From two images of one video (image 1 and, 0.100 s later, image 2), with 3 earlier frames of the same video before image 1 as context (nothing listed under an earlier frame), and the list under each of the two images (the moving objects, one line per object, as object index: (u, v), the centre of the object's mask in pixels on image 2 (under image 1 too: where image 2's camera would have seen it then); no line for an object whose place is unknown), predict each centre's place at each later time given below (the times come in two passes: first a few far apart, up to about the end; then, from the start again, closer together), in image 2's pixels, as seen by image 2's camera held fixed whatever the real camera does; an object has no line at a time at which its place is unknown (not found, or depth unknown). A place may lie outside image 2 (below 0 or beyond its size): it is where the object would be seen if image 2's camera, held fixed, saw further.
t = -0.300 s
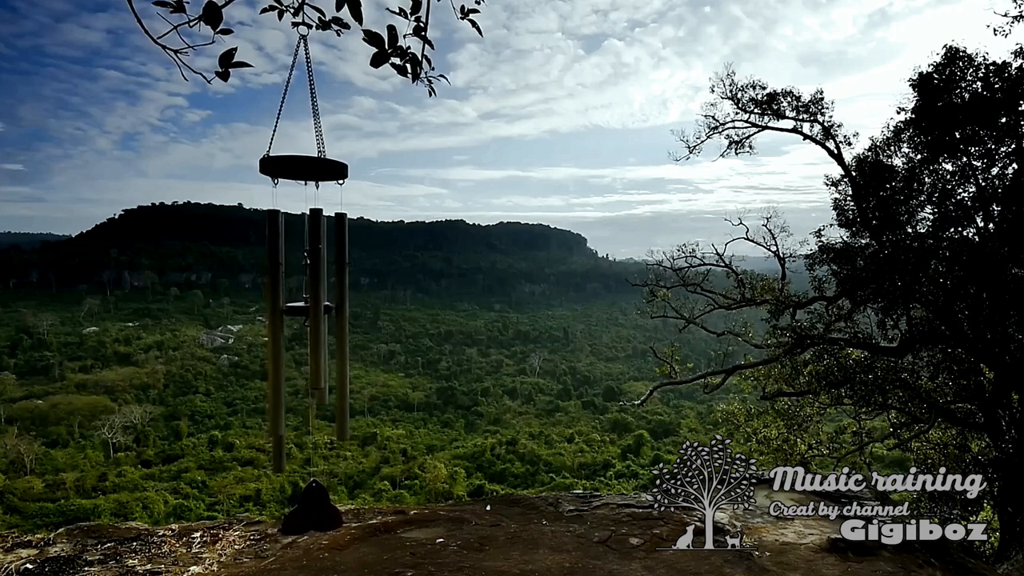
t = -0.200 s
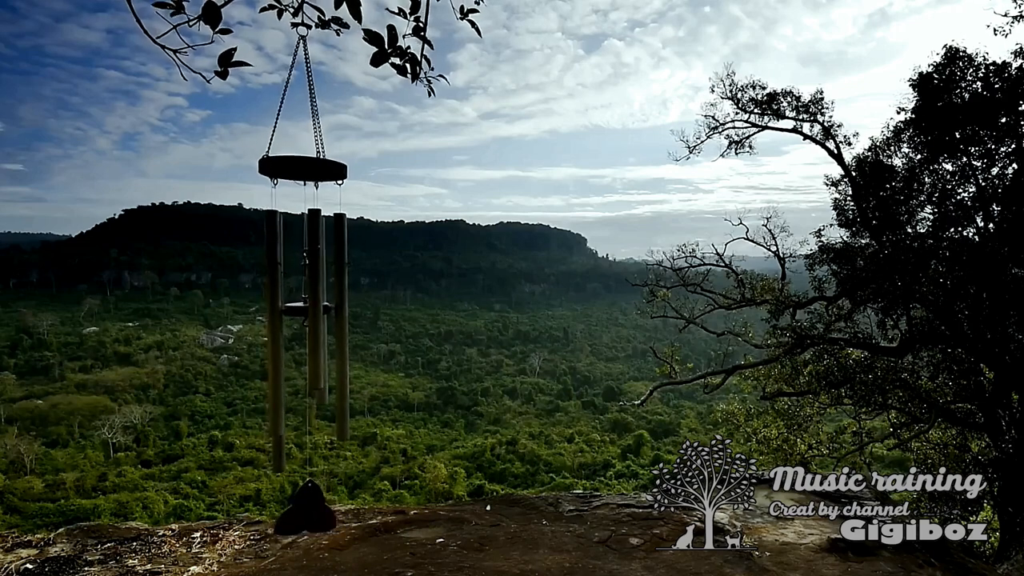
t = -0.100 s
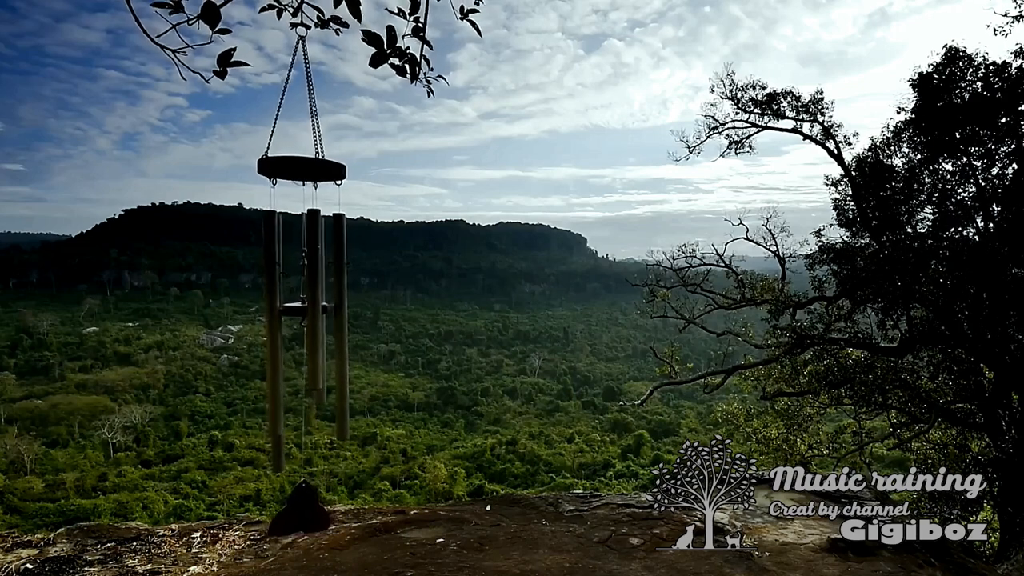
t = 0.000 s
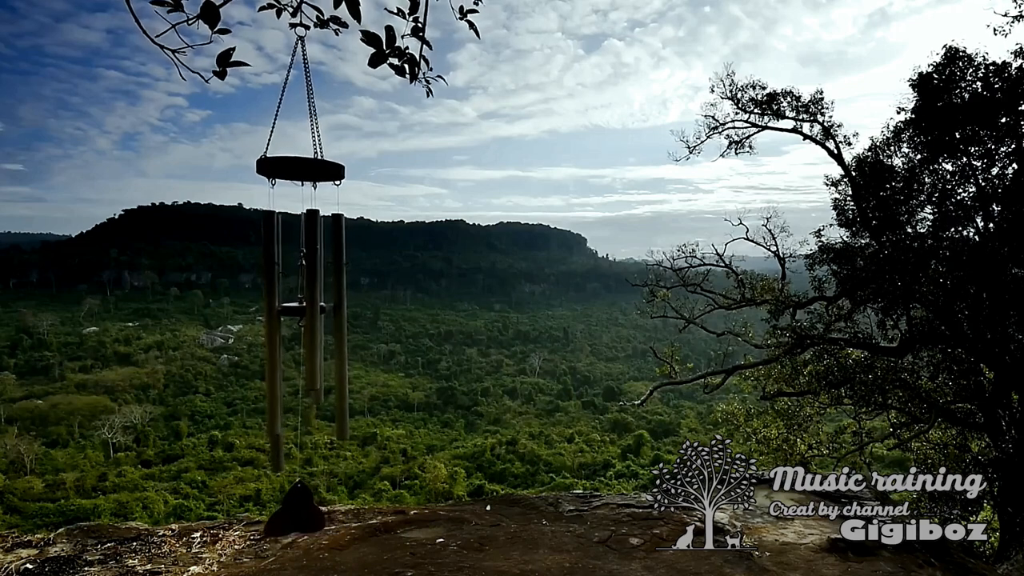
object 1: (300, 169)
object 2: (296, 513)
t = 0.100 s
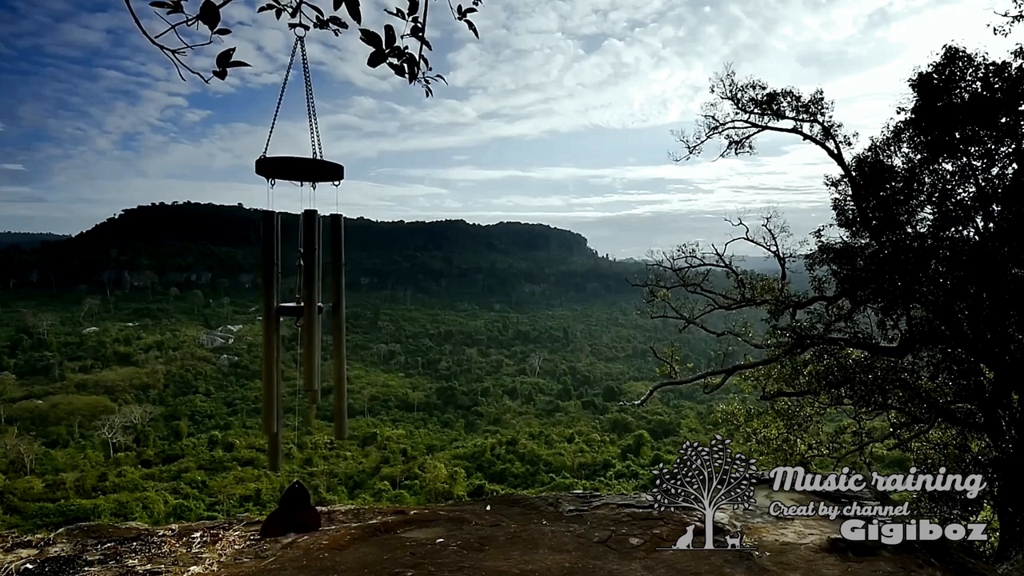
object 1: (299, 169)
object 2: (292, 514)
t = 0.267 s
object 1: (297, 169)
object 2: (290, 514)
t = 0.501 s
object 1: (293, 169)
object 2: (292, 512)
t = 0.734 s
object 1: (292, 167)
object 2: (298, 510)
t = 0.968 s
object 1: (293, 166)
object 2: (298, 510)
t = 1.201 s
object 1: (295, 167)
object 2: (294, 513)
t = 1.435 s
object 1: (298, 168)
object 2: (293, 516)
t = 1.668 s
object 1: (300, 169)
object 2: (296, 518)
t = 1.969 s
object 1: (301, 169)
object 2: (305, 513)
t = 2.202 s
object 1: (300, 169)
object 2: (312, 510)
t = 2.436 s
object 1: (297, 168)
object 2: (308, 508)
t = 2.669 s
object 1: (295, 167)
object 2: (297, 511)
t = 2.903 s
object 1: (293, 168)
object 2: (285, 513)
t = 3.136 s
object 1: (291, 169)
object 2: (282, 513)
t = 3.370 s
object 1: (292, 170)
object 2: (289, 513)
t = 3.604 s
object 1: (295, 170)
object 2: (300, 512)
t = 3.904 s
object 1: (299, 171)
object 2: (307, 512)
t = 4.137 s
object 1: (301, 170)
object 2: (305, 514)
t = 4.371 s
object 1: (301, 170)
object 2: (296, 518)
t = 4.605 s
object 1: (300, 170)
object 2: (291, 515)
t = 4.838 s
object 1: (298, 170)
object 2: (291, 515)
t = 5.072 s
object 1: (295, 170)
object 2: (293, 515)
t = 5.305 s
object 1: (294, 170)
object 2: (292, 514)
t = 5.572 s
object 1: (294, 170)
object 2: (288, 514)
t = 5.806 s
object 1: (296, 170)
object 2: (288, 514)
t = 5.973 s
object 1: (297, 170)
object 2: (293, 513)
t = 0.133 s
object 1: (298, 169)
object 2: (292, 514)
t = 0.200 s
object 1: (297, 169)
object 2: (290, 514)
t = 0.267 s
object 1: (297, 169)
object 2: (290, 514)
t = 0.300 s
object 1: (296, 169)
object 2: (290, 514)
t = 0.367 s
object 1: (295, 169)
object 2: (291, 513)
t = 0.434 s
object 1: (294, 169)
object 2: (291, 513)
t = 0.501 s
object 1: (293, 169)
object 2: (292, 512)
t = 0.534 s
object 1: (293, 168)
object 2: (293, 512)
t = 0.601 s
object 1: (292, 168)
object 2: (295, 511)
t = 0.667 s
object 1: (292, 168)
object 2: (296, 511)
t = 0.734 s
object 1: (292, 167)
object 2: (298, 510)
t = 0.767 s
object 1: (292, 167)
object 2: (298, 510)
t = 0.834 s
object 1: (292, 167)
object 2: (298, 509)
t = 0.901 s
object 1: (293, 166)
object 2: (298, 509)
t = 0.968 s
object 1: (293, 166)
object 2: (298, 510)
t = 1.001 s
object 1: (293, 166)
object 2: (298, 510)
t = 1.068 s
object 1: (294, 166)
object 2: (296, 512)
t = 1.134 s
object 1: (295, 166)
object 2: (295, 512)
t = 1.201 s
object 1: (295, 167)
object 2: (294, 513)
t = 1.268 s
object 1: (296, 167)
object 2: (293, 515)
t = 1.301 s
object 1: (297, 167)
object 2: (293, 515)
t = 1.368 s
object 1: (298, 167)
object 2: (293, 515)
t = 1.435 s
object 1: (298, 168)
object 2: (293, 516)
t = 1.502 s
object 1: (299, 168)
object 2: (293, 516)
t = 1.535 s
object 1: (300, 168)
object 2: (294, 516)
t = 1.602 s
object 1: (300, 168)
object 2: (295, 518)
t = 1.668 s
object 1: (300, 169)
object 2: (296, 518)
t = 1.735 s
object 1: (301, 169)
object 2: (298, 517)
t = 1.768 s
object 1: (301, 169)
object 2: (299, 517)
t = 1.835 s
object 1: (301, 169)
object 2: (301, 516)
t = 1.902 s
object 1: (301, 169)
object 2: (303, 515)
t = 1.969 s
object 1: (301, 169)
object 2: (305, 513)
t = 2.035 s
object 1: (301, 169)
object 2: (309, 514)
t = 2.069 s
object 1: (301, 169)
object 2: (310, 512)
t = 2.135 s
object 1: (301, 169)
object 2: (311, 512)
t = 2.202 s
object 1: (300, 169)
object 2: (312, 510)
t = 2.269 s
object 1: (299, 168)
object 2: (312, 510)
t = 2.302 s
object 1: (299, 168)
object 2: (312, 509)
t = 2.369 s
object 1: (298, 168)
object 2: (311, 509)
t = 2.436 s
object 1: (297, 168)
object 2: (308, 508)
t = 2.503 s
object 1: (296, 167)
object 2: (306, 509)
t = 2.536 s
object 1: (295, 167)
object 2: (304, 509)
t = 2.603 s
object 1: (295, 167)
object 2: (301, 510)
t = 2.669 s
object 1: (295, 167)
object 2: (297, 511)
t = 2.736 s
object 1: (294, 167)
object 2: (293, 512)
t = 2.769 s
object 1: (294, 167)
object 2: (291, 512)
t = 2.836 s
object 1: (293, 168)
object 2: (288, 513)
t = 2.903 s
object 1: (293, 168)
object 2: (285, 513)
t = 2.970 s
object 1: (292, 168)
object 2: (283, 513)
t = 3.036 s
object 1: (292, 168)
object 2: (282, 513)
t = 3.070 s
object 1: (291, 168)
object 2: (282, 513)
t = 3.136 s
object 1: (291, 169)
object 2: (282, 513)
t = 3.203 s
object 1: (291, 169)
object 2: (283, 513)
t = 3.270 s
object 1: (292, 169)
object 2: (285, 513)
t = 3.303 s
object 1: (292, 169)
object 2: (286, 513)
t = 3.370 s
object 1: (292, 170)
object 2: (289, 513)
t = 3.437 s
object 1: (293, 170)
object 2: (292, 513)
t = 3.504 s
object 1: (294, 170)
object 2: (295, 512)
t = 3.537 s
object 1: (294, 170)
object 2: (297, 512)
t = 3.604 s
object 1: (295, 170)
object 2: (300, 512)
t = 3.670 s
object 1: (296, 170)
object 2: (303, 511)
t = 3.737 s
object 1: (297, 170)
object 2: (305, 511)
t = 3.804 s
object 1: (298, 170)
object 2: (305, 511)
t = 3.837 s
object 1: (298, 171)
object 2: (306, 511)
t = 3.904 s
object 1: (299, 171)
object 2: (307, 512)
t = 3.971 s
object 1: (300, 171)
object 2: (308, 512)
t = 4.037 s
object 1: (300, 171)
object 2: (307, 513)
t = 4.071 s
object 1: (301, 171)
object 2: (307, 513)
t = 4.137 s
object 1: (301, 170)
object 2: (305, 514)
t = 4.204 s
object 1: (302, 170)
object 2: (302, 515)
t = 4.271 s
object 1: (301, 170)
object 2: (300, 517)
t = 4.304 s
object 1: (301, 170)
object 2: (298, 517)
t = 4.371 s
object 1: (301, 170)
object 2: (296, 518)
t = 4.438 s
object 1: (301, 170)
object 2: (293, 517)
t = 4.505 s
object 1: (301, 170)
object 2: (292, 516)
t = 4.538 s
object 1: (301, 170)
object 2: (292, 516)
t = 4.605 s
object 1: (300, 170)
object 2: (291, 515)
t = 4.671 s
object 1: (300, 170)
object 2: (291, 515)
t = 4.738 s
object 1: (299, 170)
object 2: (291, 515)
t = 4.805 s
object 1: (298, 170)
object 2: (291, 515)
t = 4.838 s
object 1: (298, 170)
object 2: (291, 515)
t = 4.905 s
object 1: (297, 170)
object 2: (292, 515)
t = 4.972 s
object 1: (296, 170)
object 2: (293, 516)
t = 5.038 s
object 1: (295, 170)
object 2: (293, 515)
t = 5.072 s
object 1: (295, 170)
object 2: (293, 515)
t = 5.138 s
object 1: (294, 170)
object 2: (293, 515)
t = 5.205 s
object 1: (294, 170)
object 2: (293, 515)
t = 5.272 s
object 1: (294, 170)
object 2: (293, 514)
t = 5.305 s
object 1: (294, 170)
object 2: (292, 514)
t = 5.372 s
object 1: (294, 170)
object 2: (291, 514)
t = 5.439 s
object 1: (294, 170)
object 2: (290, 514)
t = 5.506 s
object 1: (294, 170)
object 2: (289, 514)
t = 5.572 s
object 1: (294, 170)
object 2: (288, 514)
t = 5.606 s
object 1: (294, 170)
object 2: (288, 514)
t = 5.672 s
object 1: (294, 170)
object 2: (287, 514)
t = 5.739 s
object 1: (295, 170)
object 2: (288, 514)
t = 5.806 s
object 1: (296, 170)
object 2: (288, 514)
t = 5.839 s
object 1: (296, 170)
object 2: (289, 513)
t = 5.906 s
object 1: (297, 170)
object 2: (291, 513)
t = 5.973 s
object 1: (297, 170)
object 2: (293, 513)
